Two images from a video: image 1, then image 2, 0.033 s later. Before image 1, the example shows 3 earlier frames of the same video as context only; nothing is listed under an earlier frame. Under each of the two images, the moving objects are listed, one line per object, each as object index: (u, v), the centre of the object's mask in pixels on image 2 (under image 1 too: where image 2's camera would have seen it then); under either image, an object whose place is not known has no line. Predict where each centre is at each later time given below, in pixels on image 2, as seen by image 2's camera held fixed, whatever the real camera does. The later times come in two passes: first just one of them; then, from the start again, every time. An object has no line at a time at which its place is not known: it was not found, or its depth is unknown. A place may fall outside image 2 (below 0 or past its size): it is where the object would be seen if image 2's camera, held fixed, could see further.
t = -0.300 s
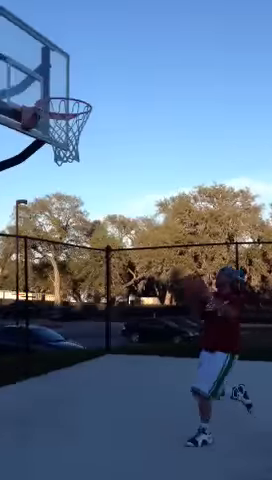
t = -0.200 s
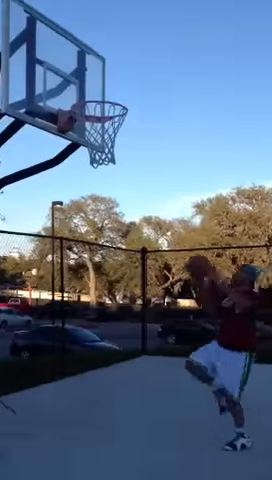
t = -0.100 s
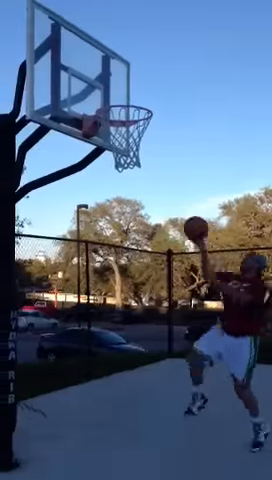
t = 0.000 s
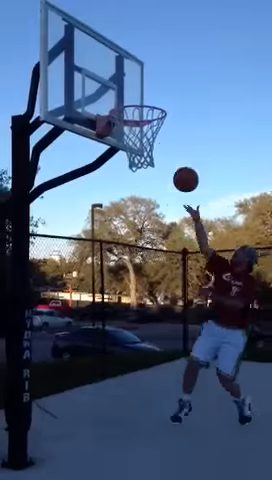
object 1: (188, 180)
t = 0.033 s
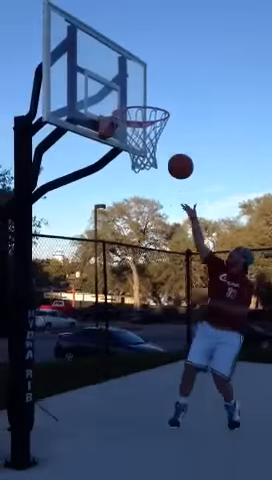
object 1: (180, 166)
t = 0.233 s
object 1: (135, 105)
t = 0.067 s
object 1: (172, 153)
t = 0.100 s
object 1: (163, 141)
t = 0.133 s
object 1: (155, 129)
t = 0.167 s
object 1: (145, 119)
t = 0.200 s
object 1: (136, 111)
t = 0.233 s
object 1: (135, 105)
